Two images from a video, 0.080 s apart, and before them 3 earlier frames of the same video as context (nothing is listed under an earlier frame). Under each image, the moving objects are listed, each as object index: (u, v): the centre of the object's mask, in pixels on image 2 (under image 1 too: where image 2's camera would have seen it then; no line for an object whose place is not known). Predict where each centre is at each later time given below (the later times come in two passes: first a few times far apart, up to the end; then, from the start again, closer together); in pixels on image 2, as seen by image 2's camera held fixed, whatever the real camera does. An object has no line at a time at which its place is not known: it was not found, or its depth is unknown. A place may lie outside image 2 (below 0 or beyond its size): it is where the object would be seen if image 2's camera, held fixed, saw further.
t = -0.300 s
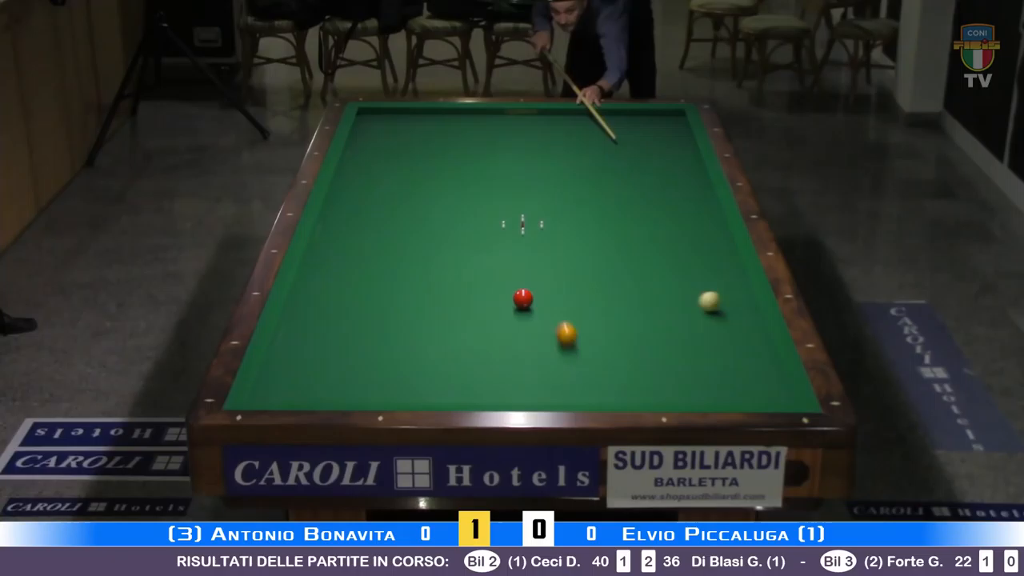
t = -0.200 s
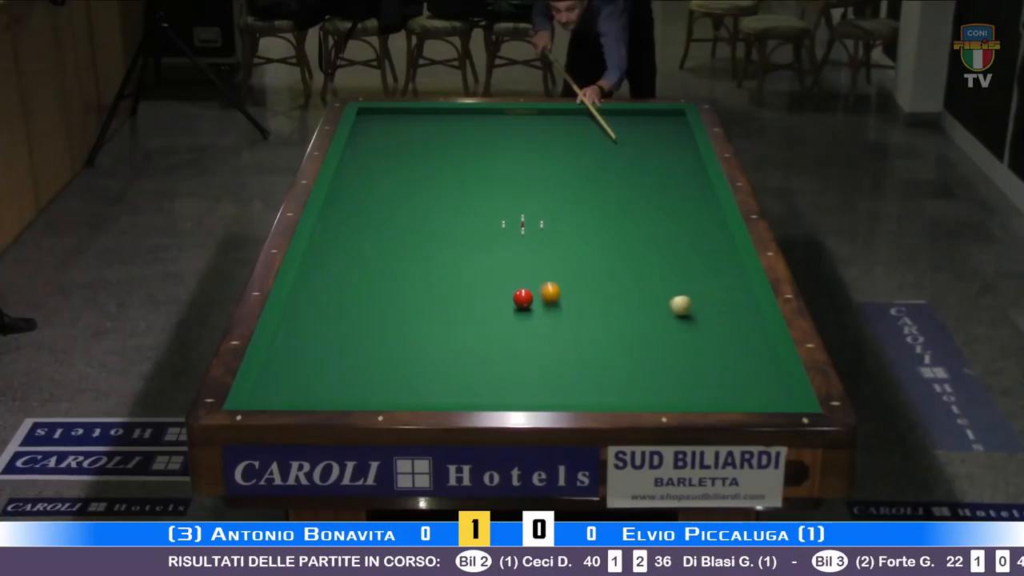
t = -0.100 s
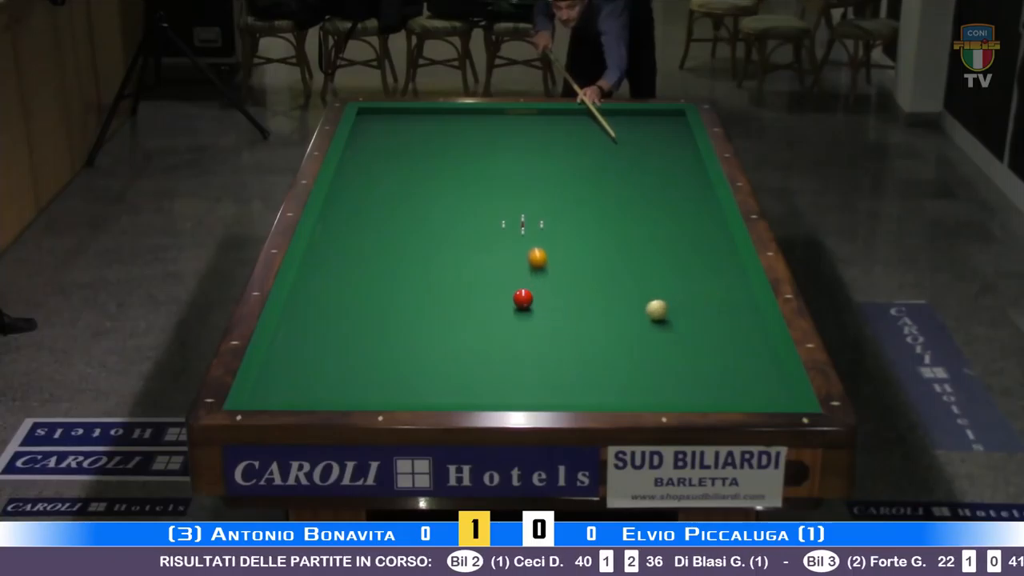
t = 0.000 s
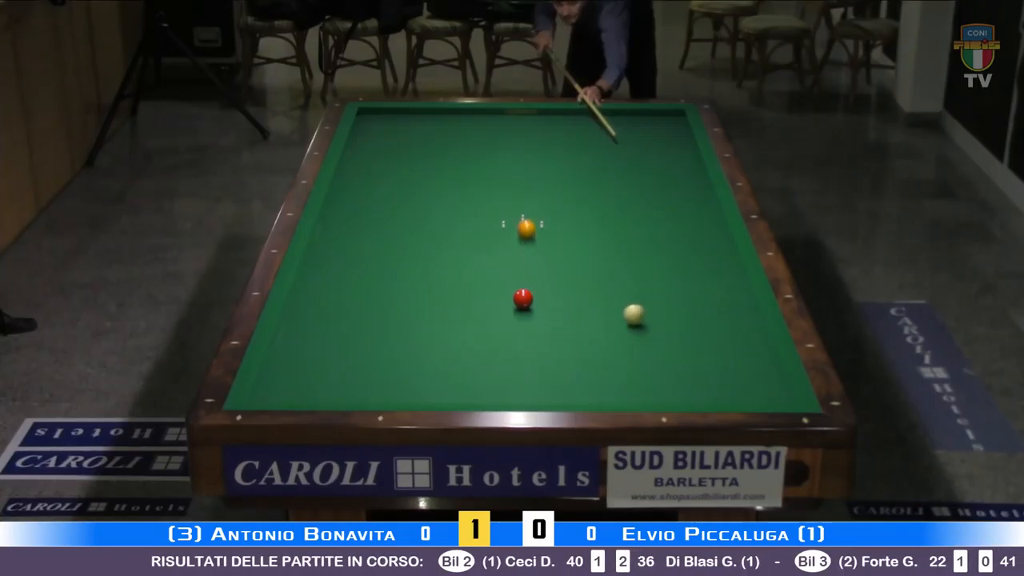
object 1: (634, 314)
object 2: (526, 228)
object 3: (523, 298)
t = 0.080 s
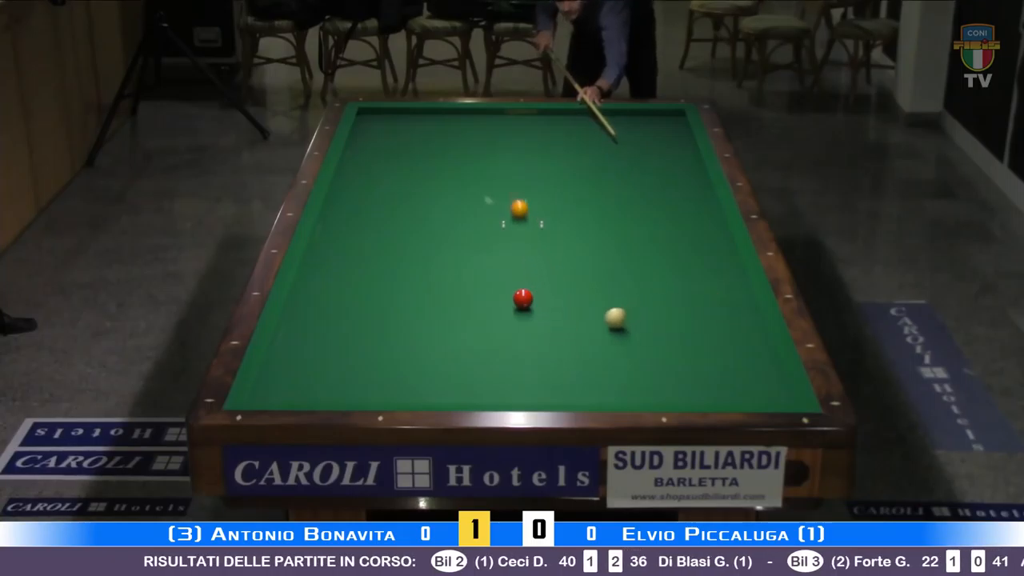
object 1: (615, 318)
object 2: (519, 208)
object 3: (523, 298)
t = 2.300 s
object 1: (362, 391)
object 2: (500, 321)
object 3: (523, 298)
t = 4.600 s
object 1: (572, 355)
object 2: (510, 292)
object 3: (538, 256)
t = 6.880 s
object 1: (687, 335)
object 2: (503, 275)
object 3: (560, 191)
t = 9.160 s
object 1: (722, 329)
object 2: (503, 274)
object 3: (566, 157)
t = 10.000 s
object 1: (722, 329)
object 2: (503, 274)
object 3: (564, 150)
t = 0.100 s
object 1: (610, 319)
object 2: (517, 204)
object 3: (523, 298)
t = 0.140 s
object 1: (601, 321)
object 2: (514, 195)
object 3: (523, 298)
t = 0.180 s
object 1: (592, 323)
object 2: (511, 187)
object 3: (523, 298)
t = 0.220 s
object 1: (583, 325)
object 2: (508, 179)
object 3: (523, 298)
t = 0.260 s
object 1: (573, 327)
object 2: (506, 171)
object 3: (523, 298)
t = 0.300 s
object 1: (564, 329)
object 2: (503, 163)
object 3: (523, 298)
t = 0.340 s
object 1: (554, 331)
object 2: (500, 156)
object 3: (523, 298)
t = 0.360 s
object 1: (550, 332)
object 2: (499, 152)
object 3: (523, 298)
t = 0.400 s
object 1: (540, 334)
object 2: (496, 145)
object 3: (523, 298)
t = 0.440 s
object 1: (530, 336)
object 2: (494, 138)
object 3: (523, 298)
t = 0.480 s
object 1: (521, 338)
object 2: (492, 132)
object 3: (523, 298)
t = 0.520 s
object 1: (511, 340)
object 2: (489, 126)
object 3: (523, 298)
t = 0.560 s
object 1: (502, 342)
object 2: (487, 119)
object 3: (523, 298)
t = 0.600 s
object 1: (492, 344)
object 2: (485, 113)
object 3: (523, 298)
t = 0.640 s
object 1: (483, 345)
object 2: (484, 112)
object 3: (523, 298)
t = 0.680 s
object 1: (473, 348)
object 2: (484, 117)
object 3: (523, 298)
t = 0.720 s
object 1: (463, 349)
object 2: (485, 122)
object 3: (523, 298)
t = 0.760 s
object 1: (453, 351)
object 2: (485, 126)
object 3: (523, 298)
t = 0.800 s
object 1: (443, 353)
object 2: (486, 131)
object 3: (523, 298)
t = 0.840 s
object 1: (433, 355)
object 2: (486, 136)
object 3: (523, 298)
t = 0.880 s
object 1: (424, 357)
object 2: (487, 141)
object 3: (523, 298)
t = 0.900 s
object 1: (419, 358)
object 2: (487, 143)
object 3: (523, 298)
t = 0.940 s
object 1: (409, 360)
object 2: (487, 148)
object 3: (523, 298)
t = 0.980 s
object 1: (399, 362)
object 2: (488, 152)
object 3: (523, 298)
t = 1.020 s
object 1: (389, 364)
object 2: (488, 156)
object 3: (523, 298)
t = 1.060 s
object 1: (379, 366)
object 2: (488, 161)
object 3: (523, 298)
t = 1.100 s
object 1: (369, 368)
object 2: (489, 165)
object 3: (523, 298)
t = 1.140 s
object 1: (358, 370)
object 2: (489, 169)
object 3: (523, 298)
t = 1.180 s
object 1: (348, 372)
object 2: (489, 173)
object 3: (523, 298)
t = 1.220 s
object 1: (338, 374)
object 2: (490, 177)
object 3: (523, 298)
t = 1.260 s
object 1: (328, 377)
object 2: (490, 181)
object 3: (523, 298)
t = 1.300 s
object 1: (318, 379)
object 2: (490, 185)
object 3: (523, 298)
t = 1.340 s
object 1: (308, 380)
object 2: (490, 190)
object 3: (523, 298)
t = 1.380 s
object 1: (297, 382)
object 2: (491, 194)
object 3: (523, 298)
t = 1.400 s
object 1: (293, 383)
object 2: (491, 197)
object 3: (523, 298)
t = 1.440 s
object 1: (283, 385)
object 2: (491, 201)
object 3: (523, 298)
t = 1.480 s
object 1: (272, 387)
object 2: (492, 206)
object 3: (523, 298)
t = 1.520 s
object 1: (264, 389)
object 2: (492, 211)
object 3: (523, 298)
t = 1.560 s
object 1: (270, 391)
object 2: (492, 215)
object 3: (523, 298)
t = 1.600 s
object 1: (276, 391)
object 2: (493, 220)
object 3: (523, 298)
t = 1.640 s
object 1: (282, 392)
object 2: (493, 225)
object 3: (523, 298)
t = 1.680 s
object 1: (287, 394)
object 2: (493, 230)
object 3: (523, 298)
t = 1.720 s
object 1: (292, 395)
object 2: (494, 235)
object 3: (523, 298)
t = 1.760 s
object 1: (297, 396)
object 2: (494, 241)
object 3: (523, 298)
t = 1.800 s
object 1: (301, 397)
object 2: (495, 246)
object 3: (523, 298)
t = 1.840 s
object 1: (307, 397)
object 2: (495, 251)
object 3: (523, 298)
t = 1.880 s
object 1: (312, 396)
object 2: (496, 257)
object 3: (523, 298)
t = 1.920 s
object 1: (317, 396)
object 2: (496, 263)
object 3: (523, 298)
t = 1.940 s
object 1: (319, 395)
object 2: (496, 265)
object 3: (523, 298)
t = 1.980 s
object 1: (324, 395)
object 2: (496, 271)
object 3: (523, 298)
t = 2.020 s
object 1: (329, 394)
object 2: (497, 277)
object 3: (523, 298)
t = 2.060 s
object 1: (334, 393)
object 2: (497, 283)
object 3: (523, 298)
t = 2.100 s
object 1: (338, 393)
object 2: (498, 289)
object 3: (523, 298)
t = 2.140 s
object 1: (343, 393)
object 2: (498, 295)
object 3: (523, 298)
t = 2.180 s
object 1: (348, 392)
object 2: (499, 302)
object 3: (523, 298)
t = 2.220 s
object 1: (352, 391)
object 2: (499, 308)
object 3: (523, 298)
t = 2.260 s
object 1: (357, 391)
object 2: (500, 314)
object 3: (523, 298)
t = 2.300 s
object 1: (362, 391)
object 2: (500, 321)
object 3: (523, 298)
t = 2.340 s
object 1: (366, 390)
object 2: (501, 328)
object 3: (523, 298)
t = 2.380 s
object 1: (371, 390)
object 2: (501, 335)
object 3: (523, 298)
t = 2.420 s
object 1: (375, 389)
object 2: (501, 342)
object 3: (523, 298)
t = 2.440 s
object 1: (377, 389)
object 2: (502, 346)
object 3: (523, 298)
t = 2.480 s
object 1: (382, 388)
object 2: (502, 353)
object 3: (523, 298)
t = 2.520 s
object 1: (386, 387)
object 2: (503, 360)
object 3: (523, 298)
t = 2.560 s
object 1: (391, 386)
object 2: (504, 368)
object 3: (523, 298)
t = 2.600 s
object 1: (395, 385)
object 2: (504, 376)
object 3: (523, 298)
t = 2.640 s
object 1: (400, 384)
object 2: (505, 384)
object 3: (523, 298)
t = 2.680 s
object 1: (404, 383)
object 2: (506, 391)
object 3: (523, 298)
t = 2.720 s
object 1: (408, 383)
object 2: (507, 397)
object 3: (523, 298)
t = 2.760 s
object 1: (413, 382)
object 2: (507, 396)
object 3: (523, 298)
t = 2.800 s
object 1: (417, 381)
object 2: (508, 392)
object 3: (523, 298)
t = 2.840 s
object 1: (421, 381)
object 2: (508, 386)
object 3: (523, 298)
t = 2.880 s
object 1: (425, 380)
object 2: (509, 380)
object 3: (523, 298)
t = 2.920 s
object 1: (429, 380)
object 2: (510, 376)
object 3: (523, 298)
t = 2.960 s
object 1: (433, 379)
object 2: (510, 371)
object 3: (523, 298)
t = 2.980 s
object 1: (435, 379)
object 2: (511, 369)
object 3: (523, 298)
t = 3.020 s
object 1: (439, 378)
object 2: (512, 365)
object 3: (523, 298)
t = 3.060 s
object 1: (443, 377)
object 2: (512, 361)
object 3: (523, 298)
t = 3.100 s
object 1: (447, 377)
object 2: (513, 357)
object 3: (523, 298)
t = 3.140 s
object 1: (451, 376)
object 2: (513, 353)
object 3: (523, 298)
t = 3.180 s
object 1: (454, 375)
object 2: (514, 349)
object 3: (523, 298)
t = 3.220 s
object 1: (458, 374)
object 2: (514, 345)
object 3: (523, 298)
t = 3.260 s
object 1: (462, 374)
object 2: (515, 341)
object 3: (523, 298)
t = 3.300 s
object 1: (466, 373)
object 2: (515, 338)
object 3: (523, 298)
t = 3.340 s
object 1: (469, 373)
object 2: (516, 334)
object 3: (523, 298)
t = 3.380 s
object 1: (473, 372)
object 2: (517, 330)
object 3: (523, 298)
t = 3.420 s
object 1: (477, 372)
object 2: (517, 327)
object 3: (523, 298)
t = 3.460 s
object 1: (481, 371)
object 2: (517, 323)
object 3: (523, 298)
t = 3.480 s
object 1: (482, 371)
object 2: (518, 322)
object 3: (523, 298)
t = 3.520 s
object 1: (486, 370)
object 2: (518, 318)
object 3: (523, 298)
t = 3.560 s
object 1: (490, 370)
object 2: (518, 314)
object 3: (523, 297)
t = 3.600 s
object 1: (493, 369)
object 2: (519, 311)
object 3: (523, 296)
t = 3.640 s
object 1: (497, 368)
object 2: (520, 308)
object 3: (524, 295)
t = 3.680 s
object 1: (500, 368)
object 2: (519, 306)
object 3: (525, 294)
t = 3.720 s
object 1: (504, 367)
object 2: (519, 306)
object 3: (525, 292)
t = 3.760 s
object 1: (507, 366)
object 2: (518, 305)
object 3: (526, 291)
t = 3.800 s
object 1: (510, 366)
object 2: (518, 304)
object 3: (527, 289)
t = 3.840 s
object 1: (514, 365)
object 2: (517, 304)
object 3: (527, 288)
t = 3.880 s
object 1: (517, 365)
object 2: (517, 303)
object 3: (528, 286)
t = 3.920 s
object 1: (520, 364)
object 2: (516, 302)
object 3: (528, 284)
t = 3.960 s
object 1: (524, 364)
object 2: (516, 301)
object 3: (529, 283)
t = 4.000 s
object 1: (527, 363)
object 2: (516, 301)
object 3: (529, 281)
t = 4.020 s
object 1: (529, 363)
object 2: (515, 301)
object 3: (530, 280)
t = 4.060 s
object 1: (532, 362)
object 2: (515, 300)
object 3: (531, 278)
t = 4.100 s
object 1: (535, 361)
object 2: (515, 299)
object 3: (531, 276)
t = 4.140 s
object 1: (538, 361)
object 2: (514, 298)
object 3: (532, 275)
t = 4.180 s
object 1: (541, 360)
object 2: (514, 298)
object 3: (532, 273)
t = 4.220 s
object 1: (544, 360)
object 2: (513, 297)
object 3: (533, 271)
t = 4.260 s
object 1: (547, 359)
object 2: (513, 296)
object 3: (534, 270)
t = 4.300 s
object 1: (550, 359)
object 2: (513, 296)
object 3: (534, 268)
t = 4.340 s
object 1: (553, 358)
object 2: (512, 295)
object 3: (535, 266)
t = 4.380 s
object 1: (556, 358)
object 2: (512, 295)
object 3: (536, 265)
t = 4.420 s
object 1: (559, 357)
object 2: (511, 294)
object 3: (536, 263)
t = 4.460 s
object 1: (562, 357)
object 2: (511, 293)
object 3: (537, 261)
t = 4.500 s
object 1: (565, 356)
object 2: (511, 293)
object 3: (537, 260)
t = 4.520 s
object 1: (567, 356)
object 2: (511, 292)
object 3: (537, 259)
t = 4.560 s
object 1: (569, 356)
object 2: (510, 292)
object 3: (538, 258)
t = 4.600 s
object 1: (572, 355)
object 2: (510, 292)
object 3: (538, 256)
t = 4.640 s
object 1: (575, 355)
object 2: (510, 291)
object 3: (539, 255)
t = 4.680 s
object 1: (577, 354)
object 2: (509, 290)
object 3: (540, 253)
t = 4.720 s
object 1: (580, 354)
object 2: (509, 290)
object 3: (540, 252)
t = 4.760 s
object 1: (583, 353)
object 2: (509, 289)
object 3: (541, 250)
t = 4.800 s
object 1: (585, 353)
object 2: (509, 289)
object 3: (541, 249)
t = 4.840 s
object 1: (588, 352)
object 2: (508, 288)
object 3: (542, 247)
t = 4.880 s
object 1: (590, 351)
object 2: (508, 288)
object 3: (542, 246)
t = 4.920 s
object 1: (593, 351)
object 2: (508, 287)
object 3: (543, 244)
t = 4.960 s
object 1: (595, 350)
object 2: (508, 287)
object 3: (543, 243)
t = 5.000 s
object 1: (598, 350)
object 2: (507, 286)
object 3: (543, 241)
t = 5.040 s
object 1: (600, 349)
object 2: (507, 286)
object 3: (544, 240)
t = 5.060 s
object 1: (602, 349)
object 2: (507, 286)
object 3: (544, 239)
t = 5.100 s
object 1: (604, 348)
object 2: (507, 286)
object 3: (545, 238)
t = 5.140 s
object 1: (607, 348)
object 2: (506, 285)
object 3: (545, 237)
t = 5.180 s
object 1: (609, 348)
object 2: (506, 285)
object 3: (546, 236)
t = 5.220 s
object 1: (611, 347)
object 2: (506, 285)
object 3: (546, 234)
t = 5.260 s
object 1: (614, 347)
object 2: (505, 284)
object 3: (547, 233)
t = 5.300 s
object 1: (616, 347)
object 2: (505, 284)
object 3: (547, 232)
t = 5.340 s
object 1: (618, 346)
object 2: (505, 283)
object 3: (547, 230)
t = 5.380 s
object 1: (620, 346)
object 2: (505, 283)
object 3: (548, 229)
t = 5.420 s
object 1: (623, 346)
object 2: (504, 283)
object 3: (548, 228)
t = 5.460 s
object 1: (625, 345)
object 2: (504, 282)
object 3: (548, 227)
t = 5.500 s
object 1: (627, 345)
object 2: (504, 282)
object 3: (549, 226)
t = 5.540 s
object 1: (629, 345)
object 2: (504, 282)
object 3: (549, 224)
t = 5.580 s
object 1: (631, 344)
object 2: (504, 282)
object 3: (550, 223)
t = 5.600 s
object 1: (633, 344)
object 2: (504, 281)
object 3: (550, 223)
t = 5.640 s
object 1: (635, 344)
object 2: (503, 281)
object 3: (550, 222)
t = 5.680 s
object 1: (637, 343)
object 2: (503, 281)
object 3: (550, 220)
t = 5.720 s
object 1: (639, 343)
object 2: (503, 280)
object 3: (551, 219)
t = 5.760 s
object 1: (641, 342)
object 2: (503, 280)
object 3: (551, 218)
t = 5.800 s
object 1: (643, 342)
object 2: (503, 280)
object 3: (551, 217)
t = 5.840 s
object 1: (645, 342)
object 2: (503, 279)
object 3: (552, 216)
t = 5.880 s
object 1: (647, 342)
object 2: (503, 279)
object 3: (552, 215)
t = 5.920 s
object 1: (649, 341)
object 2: (503, 279)
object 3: (553, 214)
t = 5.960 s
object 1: (651, 341)
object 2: (503, 279)
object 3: (553, 213)
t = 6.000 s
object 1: (653, 341)
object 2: (503, 278)
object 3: (553, 212)
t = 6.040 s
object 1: (654, 340)
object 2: (502, 278)
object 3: (554, 211)
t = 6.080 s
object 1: (656, 340)
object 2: (502, 278)
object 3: (554, 210)
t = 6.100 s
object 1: (657, 340)
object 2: (502, 278)
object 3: (554, 209)
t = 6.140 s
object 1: (659, 340)
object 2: (502, 278)
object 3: (555, 208)
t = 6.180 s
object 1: (661, 339)
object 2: (502, 278)
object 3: (555, 207)
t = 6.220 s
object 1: (662, 339)
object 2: (502, 278)
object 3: (555, 206)
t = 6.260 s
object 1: (664, 339)
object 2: (502, 277)
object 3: (555, 205)
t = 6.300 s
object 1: (666, 338)
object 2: (502, 277)
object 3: (555, 204)
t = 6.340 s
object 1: (668, 338)
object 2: (502, 277)
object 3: (556, 203)
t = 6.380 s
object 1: (669, 338)
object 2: (503, 277)
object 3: (556, 202)
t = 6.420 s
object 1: (670, 338)
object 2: (503, 277)
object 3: (557, 201)
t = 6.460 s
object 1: (672, 337)
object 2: (502, 277)
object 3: (557, 200)
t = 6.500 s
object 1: (673, 337)
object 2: (503, 277)
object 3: (557, 200)
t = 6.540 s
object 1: (675, 337)
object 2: (502, 276)
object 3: (557, 199)
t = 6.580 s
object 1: (676, 337)
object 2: (503, 276)
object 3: (558, 198)
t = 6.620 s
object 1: (678, 337)
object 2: (503, 276)
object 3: (558, 197)
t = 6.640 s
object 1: (679, 336)
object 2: (503, 276)
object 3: (558, 197)
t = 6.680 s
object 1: (680, 336)
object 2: (503, 276)
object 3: (558, 196)
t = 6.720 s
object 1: (682, 336)
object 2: (503, 276)
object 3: (559, 195)
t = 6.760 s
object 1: (683, 335)
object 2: (503, 276)
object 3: (559, 194)
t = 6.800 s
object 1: (684, 335)
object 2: (503, 275)
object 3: (559, 193)
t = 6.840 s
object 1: (685, 335)
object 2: (503, 275)
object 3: (560, 192)
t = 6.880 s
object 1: (687, 335)
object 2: (503, 275)
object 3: (560, 191)
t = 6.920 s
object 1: (688, 335)
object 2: (503, 275)
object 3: (560, 191)
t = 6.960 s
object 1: (689, 335)
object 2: (503, 275)
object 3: (560, 190)
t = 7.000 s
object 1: (690, 334)
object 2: (503, 275)
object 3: (561, 189)
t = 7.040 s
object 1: (692, 334)
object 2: (503, 275)
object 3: (561, 188)
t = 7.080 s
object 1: (693, 334)
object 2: (503, 275)
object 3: (561, 187)
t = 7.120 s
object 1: (694, 334)
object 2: (503, 275)
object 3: (561, 187)
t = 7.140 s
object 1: (695, 333)
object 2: (503, 275)
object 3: (561, 186)
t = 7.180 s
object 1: (696, 333)
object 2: (503, 275)
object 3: (561, 186)
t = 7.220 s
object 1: (697, 333)
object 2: (503, 275)
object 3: (562, 185)
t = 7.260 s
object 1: (698, 333)
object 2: (503, 275)
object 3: (562, 184)
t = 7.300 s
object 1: (699, 333)
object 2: (503, 275)
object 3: (562, 183)
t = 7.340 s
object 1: (700, 332)
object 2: (503, 275)
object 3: (562, 183)
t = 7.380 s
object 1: (701, 332)
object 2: (503, 275)
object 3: (562, 182)
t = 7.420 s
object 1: (702, 332)
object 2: (503, 275)
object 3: (563, 181)
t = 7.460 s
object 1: (703, 332)
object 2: (503, 275)
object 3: (563, 180)
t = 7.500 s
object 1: (704, 332)
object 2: (503, 275)
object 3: (563, 180)
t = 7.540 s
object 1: (705, 331)
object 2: (503, 275)
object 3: (563, 179)
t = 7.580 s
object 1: (706, 331)
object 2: (503, 275)
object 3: (563, 179)
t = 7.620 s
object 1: (706, 331)
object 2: (503, 275)
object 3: (563, 178)
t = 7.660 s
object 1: (708, 331)
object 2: (503, 275)
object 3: (564, 177)
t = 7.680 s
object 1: (708, 331)
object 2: (503, 275)
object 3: (564, 177)
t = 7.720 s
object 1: (709, 331)
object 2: (503, 275)
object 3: (564, 176)
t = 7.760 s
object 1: (710, 331)
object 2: (503, 275)
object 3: (564, 175)
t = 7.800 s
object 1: (710, 330)
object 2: (503, 274)
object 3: (564, 175)
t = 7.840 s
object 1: (711, 330)
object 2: (503, 274)
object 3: (564, 174)
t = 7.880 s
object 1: (712, 330)
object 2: (503, 275)
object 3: (564, 173)
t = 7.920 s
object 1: (713, 330)
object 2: (503, 274)
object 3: (564, 173)
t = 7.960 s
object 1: (714, 330)
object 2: (503, 275)
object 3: (565, 172)
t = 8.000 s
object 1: (714, 330)
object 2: (503, 275)
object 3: (565, 172)
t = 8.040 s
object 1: (715, 330)
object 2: (503, 274)
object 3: (565, 171)
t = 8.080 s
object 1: (715, 330)
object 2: (503, 275)
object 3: (565, 171)
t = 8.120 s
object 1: (716, 330)
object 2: (503, 275)
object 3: (565, 170)
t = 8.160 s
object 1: (716, 330)
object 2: (503, 274)
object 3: (565, 169)
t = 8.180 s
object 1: (717, 330)
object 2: (503, 274)
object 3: (565, 169)
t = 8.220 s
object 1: (717, 330)
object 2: (503, 274)
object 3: (565, 168)
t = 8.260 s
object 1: (717, 329)
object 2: (503, 275)
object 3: (565, 168)
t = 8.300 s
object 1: (718, 329)
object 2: (503, 275)
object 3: (565, 167)
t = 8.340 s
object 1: (718, 329)
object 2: (503, 275)
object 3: (566, 167)
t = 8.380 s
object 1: (719, 329)
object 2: (503, 275)
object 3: (566, 166)
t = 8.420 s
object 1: (719, 329)
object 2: (503, 274)
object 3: (566, 166)
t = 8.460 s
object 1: (719, 329)
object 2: (503, 274)
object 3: (566, 165)
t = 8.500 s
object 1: (720, 329)
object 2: (503, 274)
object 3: (566, 165)
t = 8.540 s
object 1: (720, 329)
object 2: (503, 274)
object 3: (566, 164)
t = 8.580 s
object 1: (720, 329)
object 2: (503, 274)
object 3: (566, 164)
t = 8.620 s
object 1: (721, 329)
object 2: (503, 274)
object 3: (566, 164)
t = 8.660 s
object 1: (721, 329)
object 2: (503, 274)
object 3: (566, 163)
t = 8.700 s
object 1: (721, 329)
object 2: (503, 274)
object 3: (566, 162)
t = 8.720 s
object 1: (721, 329)
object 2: (503, 274)
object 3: (566, 162)
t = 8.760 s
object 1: (721, 329)
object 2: (503, 275)
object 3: (566, 162)
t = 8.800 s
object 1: (722, 329)
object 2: (503, 274)
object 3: (566, 161)
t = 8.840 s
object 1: (722, 329)
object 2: (503, 274)
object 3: (566, 161)
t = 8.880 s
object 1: (722, 329)
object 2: (503, 274)
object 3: (566, 160)
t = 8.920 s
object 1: (722, 329)
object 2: (503, 275)
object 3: (566, 160)
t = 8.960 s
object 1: (722, 329)
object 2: (503, 274)
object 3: (566, 159)
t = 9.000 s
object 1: (722, 329)
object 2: (503, 274)
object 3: (566, 159)
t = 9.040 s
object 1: (723, 329)
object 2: (503, 274)
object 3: (566, 158)
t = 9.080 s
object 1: (722, 329)
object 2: (503, 274)
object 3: (566, 158)
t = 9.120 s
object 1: (722, 329)
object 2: (503, 274)
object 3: (566, 158)
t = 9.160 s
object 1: (722, 329)
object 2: (503, 274)
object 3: (566, 157)
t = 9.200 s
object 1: (722, 329)
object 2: (503, 274)
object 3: (566, 157)
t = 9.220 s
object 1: (723, 329)
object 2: (503, 274)
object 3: (566, 157)
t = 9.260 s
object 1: (722, 329)
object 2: (503, 274)
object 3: (566, 156)
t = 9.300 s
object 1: (722, 329)
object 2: (503, 274)
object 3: (566, 156)
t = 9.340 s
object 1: (722, 329)
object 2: (503, 274)
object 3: (566, 156)
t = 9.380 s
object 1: (722, 329)
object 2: (503, 274)
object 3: (566, 155)
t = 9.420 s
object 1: (722, 329)
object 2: (503, 274)
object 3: (566, 155)
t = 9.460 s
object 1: (722, 329)
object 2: (503, 274)
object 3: (566, 154)
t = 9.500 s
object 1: (722, 329)
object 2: (503, 274)
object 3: (566, 154)
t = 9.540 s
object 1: (722, 329)
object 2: (503, 274)
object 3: (565, 154)
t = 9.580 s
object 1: (722, 329)
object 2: (503, 274)
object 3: (565, 153)
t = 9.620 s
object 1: (722, 329)
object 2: (503, 274)
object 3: (565, 153)
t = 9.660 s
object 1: (722, 329)
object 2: (503, 274)
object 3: (565, 153)
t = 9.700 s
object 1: (722, 329)
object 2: (503, 274)
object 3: (565, 152)
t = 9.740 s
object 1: (722, 329)
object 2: (503, 274)
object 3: (565, 152)
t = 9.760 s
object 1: (722, 329)
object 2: (503, 274)
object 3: (565, 152)
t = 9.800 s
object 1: (722, 329)
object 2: (503, 274)
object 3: (565, 151)
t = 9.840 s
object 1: (722, 329)
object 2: (503, 274)
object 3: (565, 151)
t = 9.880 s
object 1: (722, 329)
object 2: (503, 274)
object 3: (565, 150)
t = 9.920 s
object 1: (722, 329)
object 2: (503, 274)
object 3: (565, 150)
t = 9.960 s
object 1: (722, 329)
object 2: (503, 274)
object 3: (564, 150)
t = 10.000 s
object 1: (722, 329)
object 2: (503, 274)
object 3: (564, 150)
